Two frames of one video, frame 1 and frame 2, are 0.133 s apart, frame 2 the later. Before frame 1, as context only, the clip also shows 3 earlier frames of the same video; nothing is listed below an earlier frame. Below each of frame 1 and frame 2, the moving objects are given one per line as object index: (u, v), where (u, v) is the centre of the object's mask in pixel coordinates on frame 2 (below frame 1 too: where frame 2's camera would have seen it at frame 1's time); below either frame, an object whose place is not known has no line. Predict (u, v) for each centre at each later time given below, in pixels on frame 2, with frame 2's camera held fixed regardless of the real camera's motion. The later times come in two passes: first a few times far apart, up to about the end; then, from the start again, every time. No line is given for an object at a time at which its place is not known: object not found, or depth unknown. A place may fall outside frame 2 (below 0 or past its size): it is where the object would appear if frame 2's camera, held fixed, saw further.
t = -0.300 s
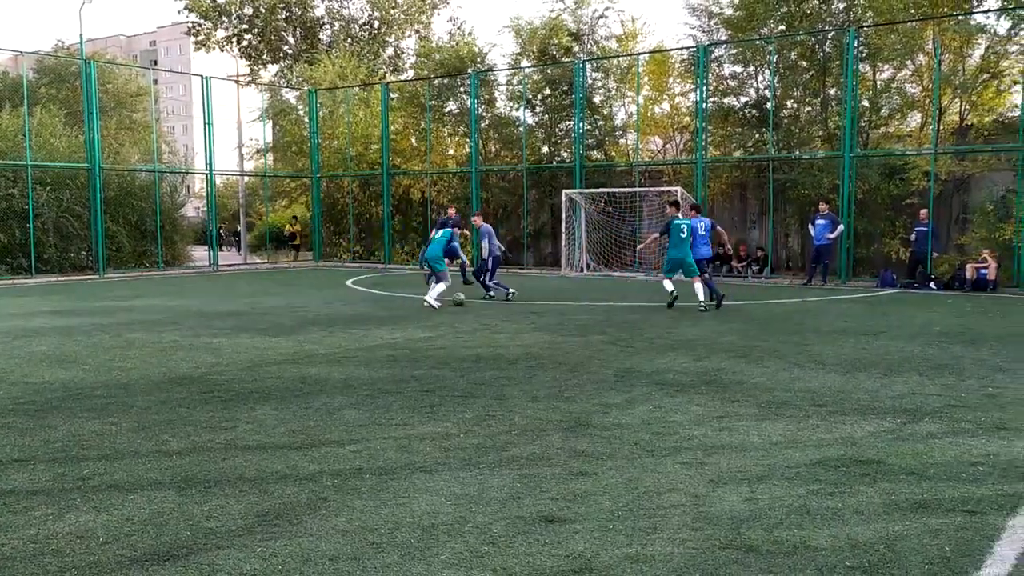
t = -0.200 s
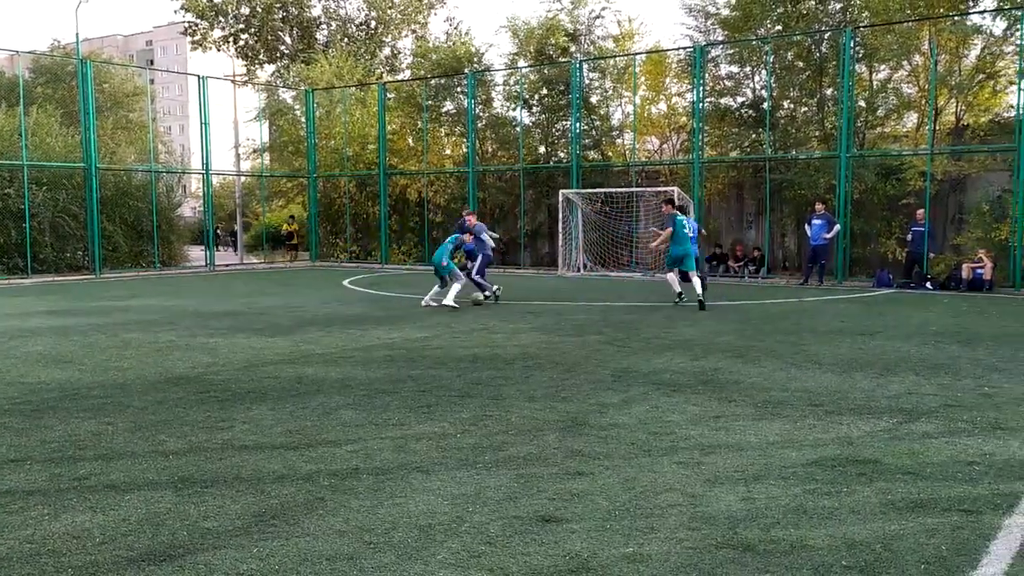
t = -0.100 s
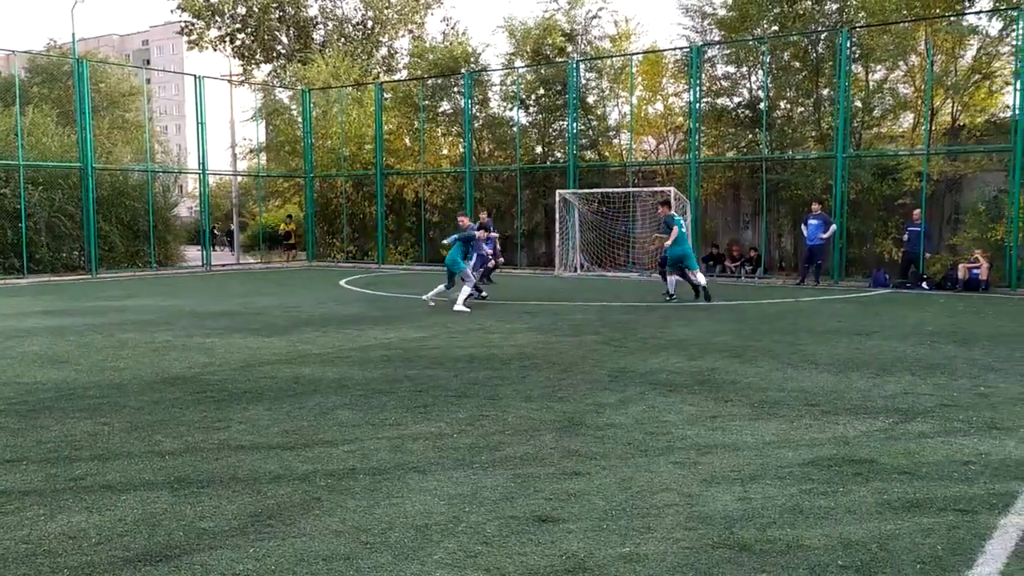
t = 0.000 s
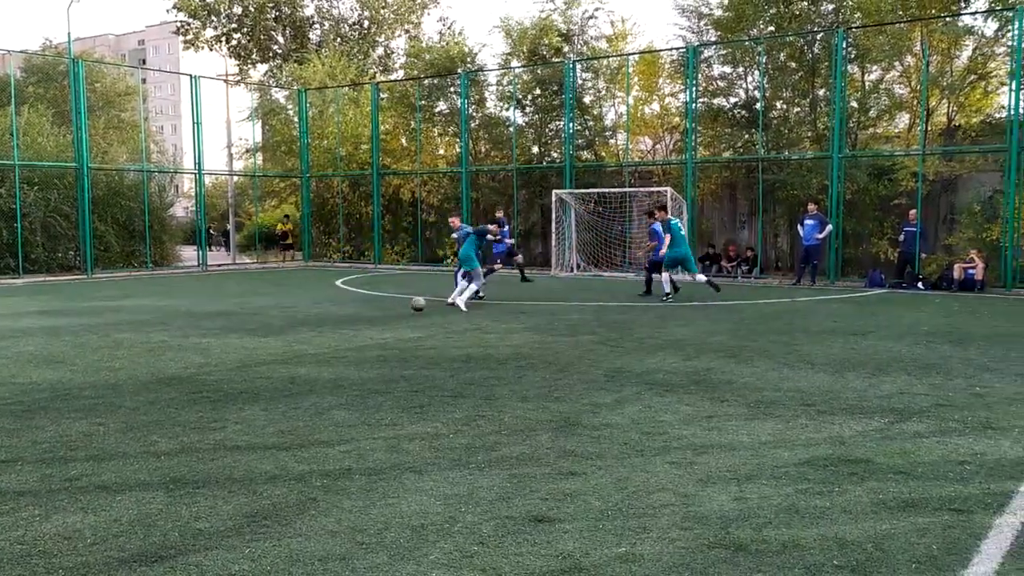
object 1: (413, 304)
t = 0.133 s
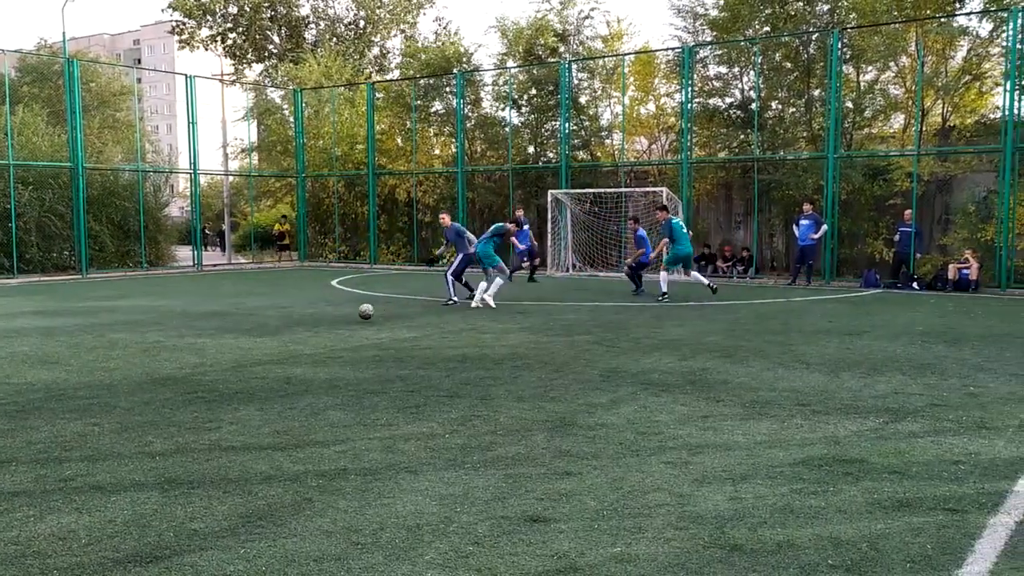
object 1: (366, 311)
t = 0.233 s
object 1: (330, 317)
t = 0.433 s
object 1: (257, 331)
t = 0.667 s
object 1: (177, 344)
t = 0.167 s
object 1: (354, 312)
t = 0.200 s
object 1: (342, 314)
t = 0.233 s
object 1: (330, 317)
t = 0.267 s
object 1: (316, 320)
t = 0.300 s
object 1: (304, 324)
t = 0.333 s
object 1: (292, 324)
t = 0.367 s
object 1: (280, 326)
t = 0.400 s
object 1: (269, 327)
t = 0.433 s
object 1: (257, 331)
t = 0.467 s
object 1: (245, 334)
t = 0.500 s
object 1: (234, 334)
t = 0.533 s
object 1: (223, 335)
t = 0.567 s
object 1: (212, 337)
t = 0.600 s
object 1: (200, 340)
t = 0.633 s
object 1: (188, 343)
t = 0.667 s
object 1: (177, 344)
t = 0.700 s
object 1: (167, 345)
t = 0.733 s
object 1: (157, 348)
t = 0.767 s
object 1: (146, 351)
